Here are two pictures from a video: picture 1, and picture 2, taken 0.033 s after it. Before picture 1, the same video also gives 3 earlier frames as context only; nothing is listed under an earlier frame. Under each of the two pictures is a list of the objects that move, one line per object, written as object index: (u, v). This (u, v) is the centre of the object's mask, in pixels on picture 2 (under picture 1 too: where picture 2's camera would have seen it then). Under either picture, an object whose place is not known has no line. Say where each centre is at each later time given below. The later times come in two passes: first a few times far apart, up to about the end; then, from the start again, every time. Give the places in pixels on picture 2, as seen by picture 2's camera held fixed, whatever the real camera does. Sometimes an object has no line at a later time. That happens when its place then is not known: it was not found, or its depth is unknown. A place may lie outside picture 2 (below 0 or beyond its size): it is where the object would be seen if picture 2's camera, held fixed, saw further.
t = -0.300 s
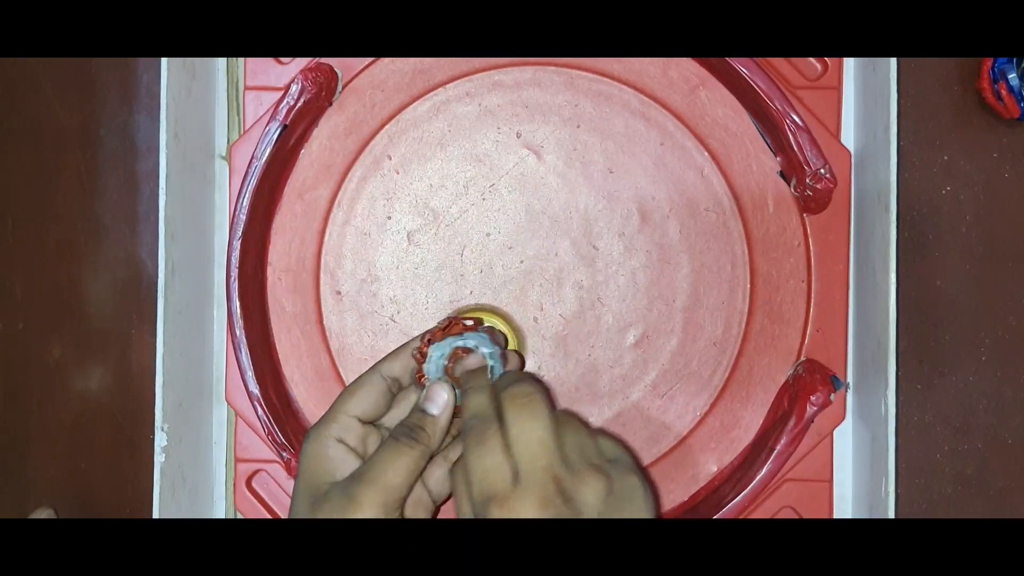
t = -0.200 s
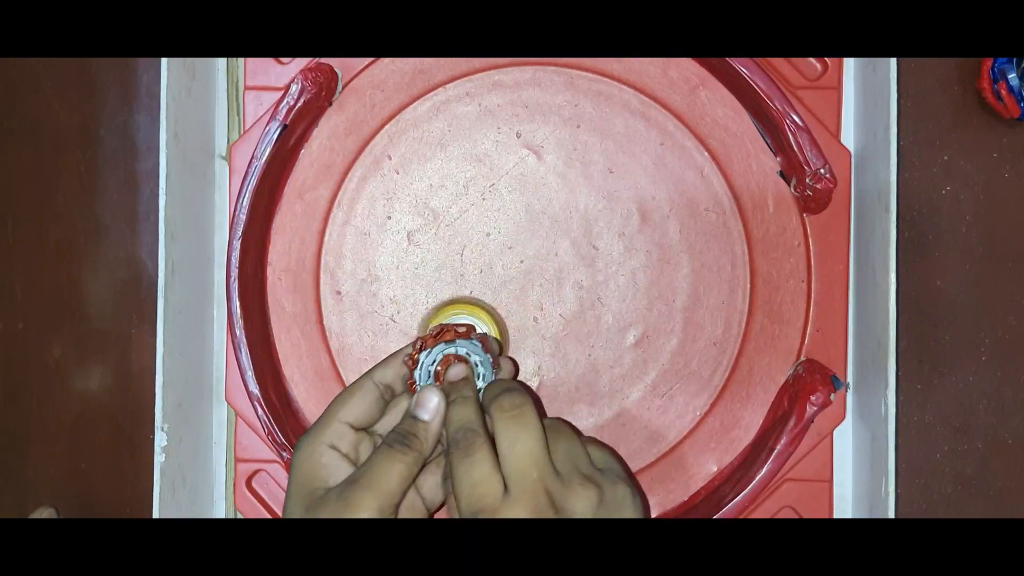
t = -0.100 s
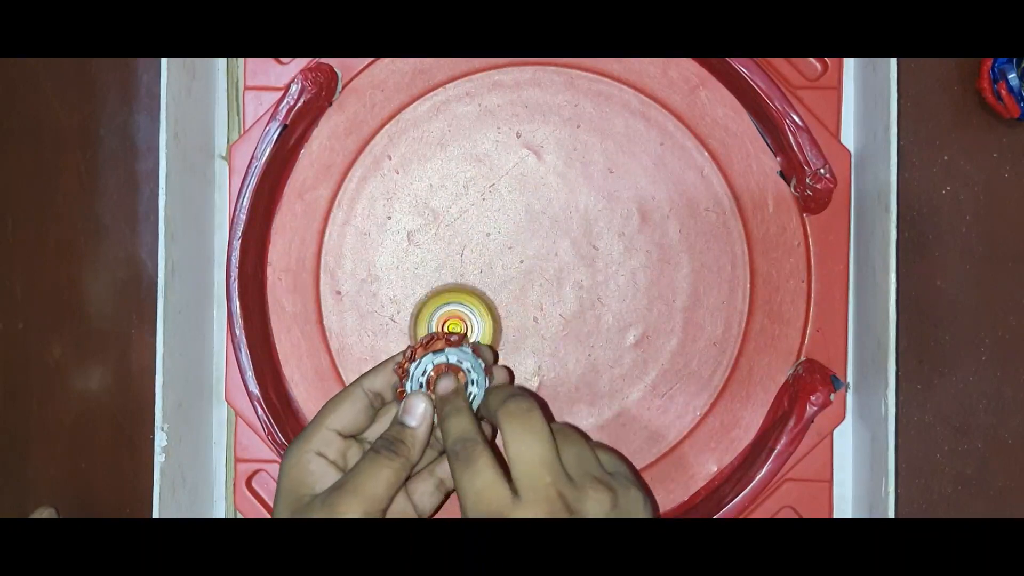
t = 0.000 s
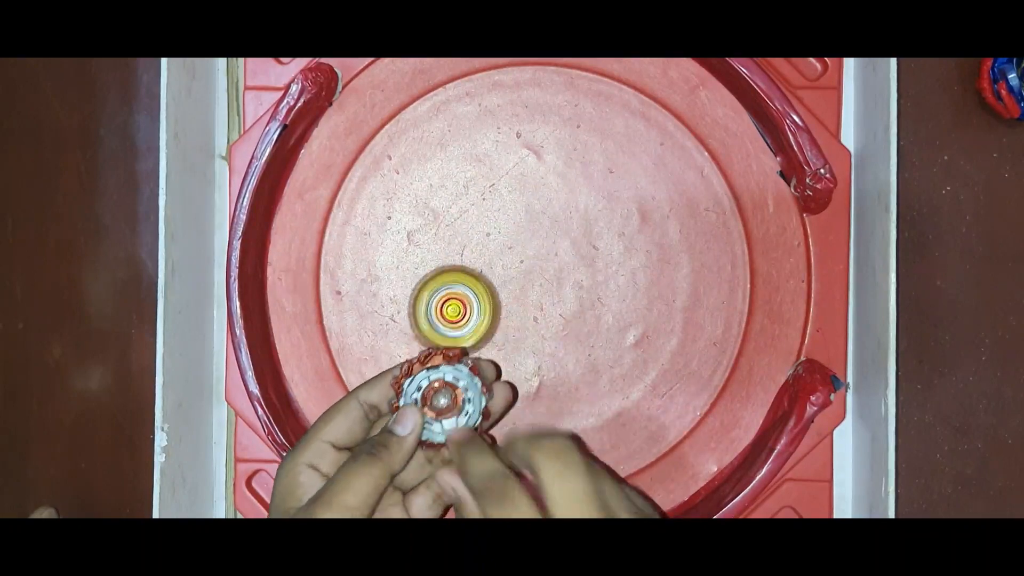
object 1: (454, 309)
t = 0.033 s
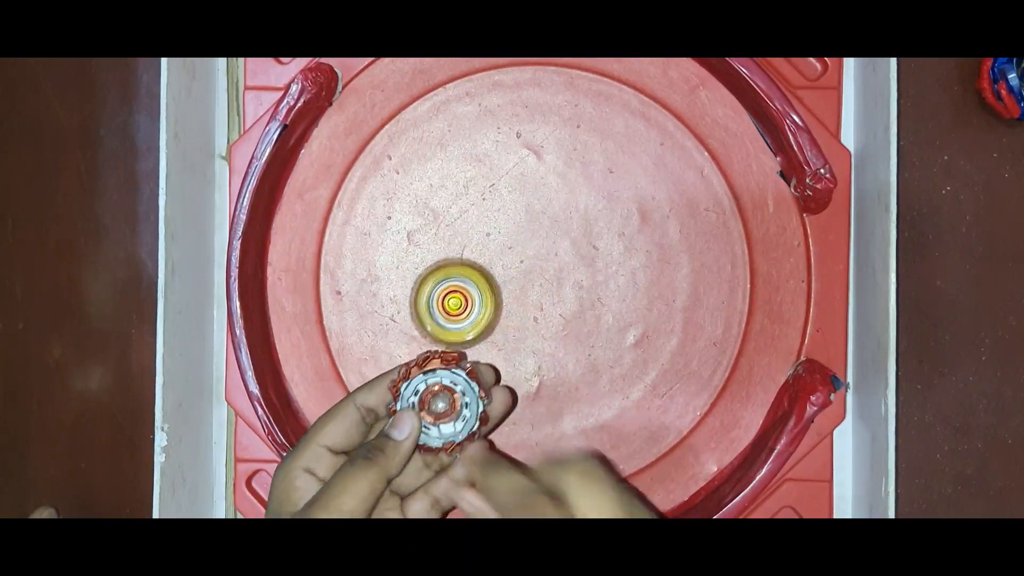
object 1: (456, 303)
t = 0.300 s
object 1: (509, 259)
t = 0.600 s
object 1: (572, 267)
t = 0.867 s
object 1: (585, 303)
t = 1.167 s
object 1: (531, 320)
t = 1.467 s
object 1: (476, 288)
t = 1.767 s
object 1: (480, 244)
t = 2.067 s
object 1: (531, 247)
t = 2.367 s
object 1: (561, 308)
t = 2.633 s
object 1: (542, 346)
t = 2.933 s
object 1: (502, 323)
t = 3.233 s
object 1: (503, 263)
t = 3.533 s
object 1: (534, 233)
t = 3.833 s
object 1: (550, 260)
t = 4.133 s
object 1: (529, 301)
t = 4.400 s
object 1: (499, 326)
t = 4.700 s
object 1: (484, 309)
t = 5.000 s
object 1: (516, 278)
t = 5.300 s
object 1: (553, 267)
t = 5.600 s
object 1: (559, 282)
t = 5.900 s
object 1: (526, 293)
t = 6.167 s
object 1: (494, 296)
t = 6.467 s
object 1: (478, 283)
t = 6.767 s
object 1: (511, 281)
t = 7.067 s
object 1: (548, 295)
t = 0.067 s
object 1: (458, 297)
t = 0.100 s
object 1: (462, 290)
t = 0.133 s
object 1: (467, 284)
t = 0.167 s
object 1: (474, 277)
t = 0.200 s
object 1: (482, 271)
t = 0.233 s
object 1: (491, 266)
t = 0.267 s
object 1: (500, 262)
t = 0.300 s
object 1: (509, 259)
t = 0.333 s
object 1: (517, 257)
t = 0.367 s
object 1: (524, 255)
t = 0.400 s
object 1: (531, 255)
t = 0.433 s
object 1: (539, 256)
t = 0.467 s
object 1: (546, 257)
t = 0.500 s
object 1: (554, 260)
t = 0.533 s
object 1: (561, 262)
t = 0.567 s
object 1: (567, 265)
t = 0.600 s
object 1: (572, 267)
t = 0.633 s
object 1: (577, 271)
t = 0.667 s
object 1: (581, 274)
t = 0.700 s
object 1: (585, 278)
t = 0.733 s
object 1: (587, 282)
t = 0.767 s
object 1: (588, 288)
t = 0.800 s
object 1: (588, 293)
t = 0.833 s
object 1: (587, 298)
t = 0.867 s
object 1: (585, 303)
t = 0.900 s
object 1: (583, 307)
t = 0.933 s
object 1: (578, 312)
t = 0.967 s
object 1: (573, 316)
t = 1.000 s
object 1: (566, 320)
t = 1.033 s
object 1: (559, 322)
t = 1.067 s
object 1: (552, 322)
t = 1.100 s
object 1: (546, 322)
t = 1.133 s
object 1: (538, 321)
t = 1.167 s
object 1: (531, 320)
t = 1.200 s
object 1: (525, 319)
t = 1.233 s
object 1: (517, 317)
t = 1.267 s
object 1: (510, 314)
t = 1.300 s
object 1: (504, 311)
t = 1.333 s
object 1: (497, 307)
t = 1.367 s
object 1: (492, 303)
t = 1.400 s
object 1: (486, 298)
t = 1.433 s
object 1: (481, 294)
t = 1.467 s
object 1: (476, 288)
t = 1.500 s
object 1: (474, 282)
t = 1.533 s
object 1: (472, 275)
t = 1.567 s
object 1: (470, 270)
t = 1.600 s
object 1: (470, 265)
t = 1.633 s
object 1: (470, 260)
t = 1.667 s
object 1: (471, 255)
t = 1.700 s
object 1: (474, 250)
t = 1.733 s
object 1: (477, 247)
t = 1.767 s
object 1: (480, 244)
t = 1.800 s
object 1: (484, 241)
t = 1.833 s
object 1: (489, 238)
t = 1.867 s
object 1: (495, 237)
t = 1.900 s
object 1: (502, 236)
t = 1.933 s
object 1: (508, 237)
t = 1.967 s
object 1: (514, 238)
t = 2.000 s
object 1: (519, 240)
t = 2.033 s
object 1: (525, 243)
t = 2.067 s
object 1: (531, 247)
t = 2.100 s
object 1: (536, 253)
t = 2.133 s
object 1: (542, 259)
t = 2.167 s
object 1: (546, 265)
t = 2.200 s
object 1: (550, 272)
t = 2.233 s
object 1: (554, 279)
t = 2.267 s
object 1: (556, 286)
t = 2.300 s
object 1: (558, 293)
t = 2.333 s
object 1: (559, 300)
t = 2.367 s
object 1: (561, 308)
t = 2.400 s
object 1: (562, 314)
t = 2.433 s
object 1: (561, 321)
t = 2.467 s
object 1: (560, 326)
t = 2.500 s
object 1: (558, 332)
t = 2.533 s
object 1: (555, 337)
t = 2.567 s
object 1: (551, 341)
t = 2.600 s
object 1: (546, 344)
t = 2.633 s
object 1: (542, 346)
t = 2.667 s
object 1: (538, 347)
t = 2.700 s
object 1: (533, 348)
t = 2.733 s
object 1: (528, 347)
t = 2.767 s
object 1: (523, 345)
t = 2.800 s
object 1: (519, 342)
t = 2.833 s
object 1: (514, 339)
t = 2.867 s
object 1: (509, 335)
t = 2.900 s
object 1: (504, 329)
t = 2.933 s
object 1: (502, 323)
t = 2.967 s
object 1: (499, 317)
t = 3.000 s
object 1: (497, 310)
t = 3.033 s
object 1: (496, 303)
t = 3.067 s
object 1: (497, 295)
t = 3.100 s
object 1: (496, 288)
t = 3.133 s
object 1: (497, 282)
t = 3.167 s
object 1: (498, 275)
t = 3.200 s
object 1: (501, 268)
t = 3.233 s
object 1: (503, 263)
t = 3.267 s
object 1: (506, 257)
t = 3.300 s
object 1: (509, 251)
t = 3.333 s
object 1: (513, 245)
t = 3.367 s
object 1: (517, 241)
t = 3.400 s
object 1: (520, 238)
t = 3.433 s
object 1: (523, 235)
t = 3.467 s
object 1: (528, 233)
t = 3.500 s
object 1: (531, 233)
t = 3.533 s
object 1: (534, 233)
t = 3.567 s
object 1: (539, 233)
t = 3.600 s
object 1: (543, 235)
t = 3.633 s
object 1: (545, 238)
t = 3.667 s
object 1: (547, 240)
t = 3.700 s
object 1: (549, 243)
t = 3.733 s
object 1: (549, 247)
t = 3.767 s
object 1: (549, 251)
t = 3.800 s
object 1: (550, 255)
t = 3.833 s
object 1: (550, 260)
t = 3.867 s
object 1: (549, 265)
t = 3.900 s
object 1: (547, 269)
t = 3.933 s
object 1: (546, 275)
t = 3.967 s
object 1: (544, 280)
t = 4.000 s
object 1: (540, 284)
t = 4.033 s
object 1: (538, 289)
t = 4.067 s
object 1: (536, 294)
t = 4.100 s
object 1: (532, 297)
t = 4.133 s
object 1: (529, 301)
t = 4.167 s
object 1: (526, 306)
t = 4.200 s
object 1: (522, 310)
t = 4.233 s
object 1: (518, 313)
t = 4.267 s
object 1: (515, 317)
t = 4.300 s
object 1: (511, 321)
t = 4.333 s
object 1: (506, 323)
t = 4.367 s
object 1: (503, 324)
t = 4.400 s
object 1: (499, 326)
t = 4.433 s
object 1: (495, 327)
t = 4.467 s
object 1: (492, 326)
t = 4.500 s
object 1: (489, 326)
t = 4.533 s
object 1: (486, 325)
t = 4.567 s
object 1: (485, 321)
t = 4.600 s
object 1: (484, 319)
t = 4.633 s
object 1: (483, 316)
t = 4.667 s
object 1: (483, 312)
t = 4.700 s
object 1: (484, 309)
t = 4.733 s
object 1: (485, 304)
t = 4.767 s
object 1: (487, 300)
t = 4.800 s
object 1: (490, 296)
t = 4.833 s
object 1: (493, 293)
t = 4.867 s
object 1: (496, 289)
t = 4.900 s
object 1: (501, 287)
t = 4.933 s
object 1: (506, 284)
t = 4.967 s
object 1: (509, 280)
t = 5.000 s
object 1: (516, 278)
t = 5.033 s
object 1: (520, 276)
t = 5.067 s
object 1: (524, 274)
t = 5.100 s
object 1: (529, 273)
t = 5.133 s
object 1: (533, 271)
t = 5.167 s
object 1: (537, 269)
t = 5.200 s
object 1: (542, 268)
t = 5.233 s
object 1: (545, 267)
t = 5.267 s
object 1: (549, 265)
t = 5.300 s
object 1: (553, 267)
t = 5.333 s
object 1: (556, 267)
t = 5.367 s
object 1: (559, 268)
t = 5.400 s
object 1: (561, 271)
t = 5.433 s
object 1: (562, 272)
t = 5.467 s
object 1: (563, 274)
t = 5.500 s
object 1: (563, 276)
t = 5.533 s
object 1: (562, 278)
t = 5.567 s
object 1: (562, 280)
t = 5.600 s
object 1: (559, 282)
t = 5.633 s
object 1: (556, 284)
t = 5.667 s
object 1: (553, 286)
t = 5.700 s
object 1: (549, 289)
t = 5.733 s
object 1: (546, 289)
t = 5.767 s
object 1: (542, 291)
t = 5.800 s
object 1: (537, 292)
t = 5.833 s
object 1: (534, 292)
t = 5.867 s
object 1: (530, 293)
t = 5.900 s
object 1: (526, 293)
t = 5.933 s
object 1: (522, 294)
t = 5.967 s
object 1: (517, 295)
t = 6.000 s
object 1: (513, 295)
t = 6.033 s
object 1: (509, 297)
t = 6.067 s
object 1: (504, 297)
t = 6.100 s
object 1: (501, 297)
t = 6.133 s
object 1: (498, 297)
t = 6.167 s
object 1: (494, 296)
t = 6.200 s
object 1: (492, 296)
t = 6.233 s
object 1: (488, 295)
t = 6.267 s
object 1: (486, 294)
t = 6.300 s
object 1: (484, 293)
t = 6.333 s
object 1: (480, 291)
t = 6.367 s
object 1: (480, 290)
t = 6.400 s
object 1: (478, 288)
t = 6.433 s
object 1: (478, 285)
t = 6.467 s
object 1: (478, 283)
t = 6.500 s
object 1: (480, 281)
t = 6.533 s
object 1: (484, 280)
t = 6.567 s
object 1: (487, 280)
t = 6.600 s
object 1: (491, 279)
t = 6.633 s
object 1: (495, 279)
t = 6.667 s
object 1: (499, 279)
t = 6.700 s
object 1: (504, 280)
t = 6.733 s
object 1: (507, 280)
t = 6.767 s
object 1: (511, 281)
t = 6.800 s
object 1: (515, 283)
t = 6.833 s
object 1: (519, 283)
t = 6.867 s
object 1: (524, 286)
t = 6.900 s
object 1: (528, 288)
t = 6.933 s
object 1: (533, 289)
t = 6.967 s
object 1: (537, 292)
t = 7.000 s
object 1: (542, 292)
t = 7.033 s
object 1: (545, 294)
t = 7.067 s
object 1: (548, 295)
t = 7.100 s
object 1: (551, 298)
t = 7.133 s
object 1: (553, 300)
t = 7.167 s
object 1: (557, 302)
